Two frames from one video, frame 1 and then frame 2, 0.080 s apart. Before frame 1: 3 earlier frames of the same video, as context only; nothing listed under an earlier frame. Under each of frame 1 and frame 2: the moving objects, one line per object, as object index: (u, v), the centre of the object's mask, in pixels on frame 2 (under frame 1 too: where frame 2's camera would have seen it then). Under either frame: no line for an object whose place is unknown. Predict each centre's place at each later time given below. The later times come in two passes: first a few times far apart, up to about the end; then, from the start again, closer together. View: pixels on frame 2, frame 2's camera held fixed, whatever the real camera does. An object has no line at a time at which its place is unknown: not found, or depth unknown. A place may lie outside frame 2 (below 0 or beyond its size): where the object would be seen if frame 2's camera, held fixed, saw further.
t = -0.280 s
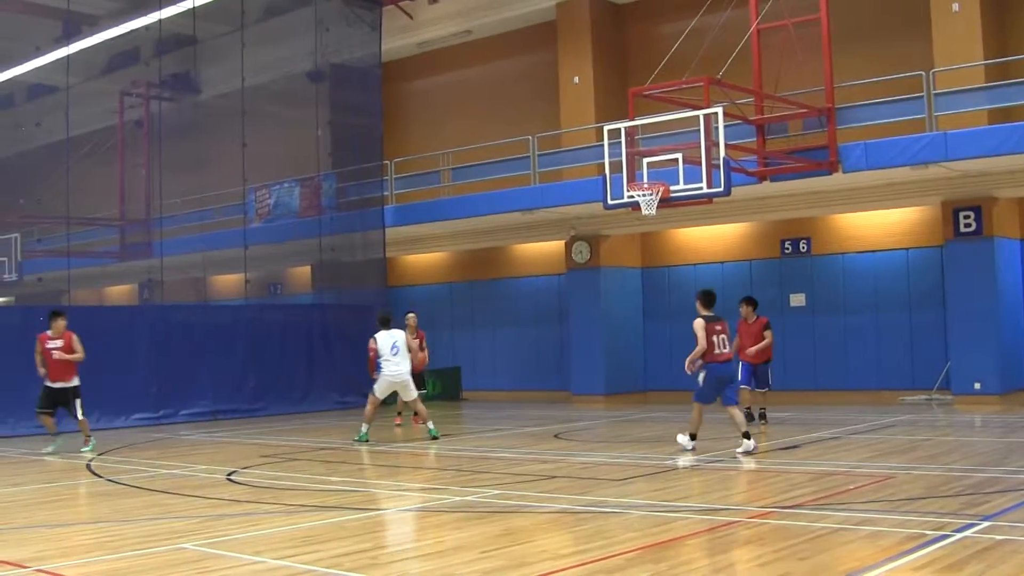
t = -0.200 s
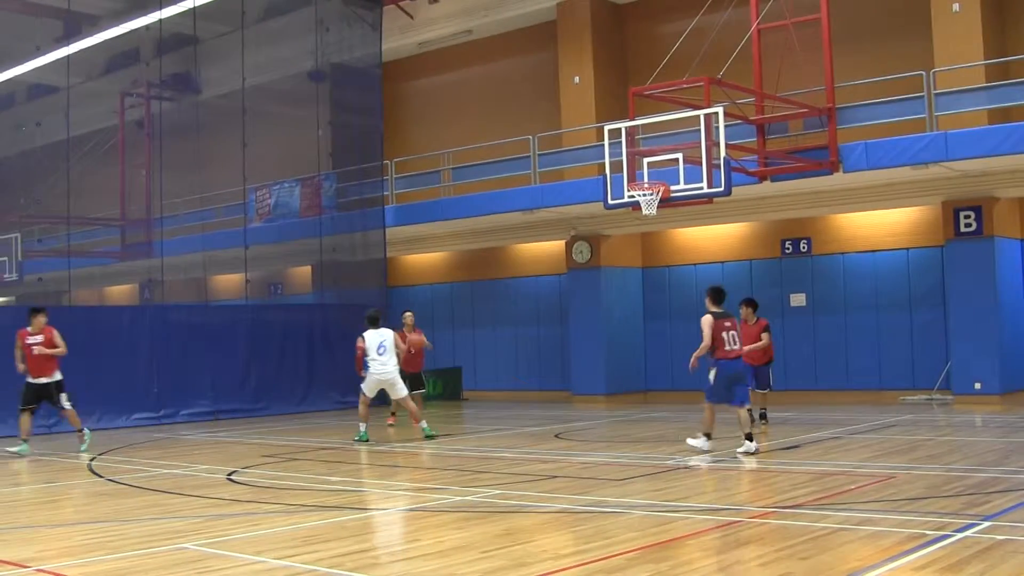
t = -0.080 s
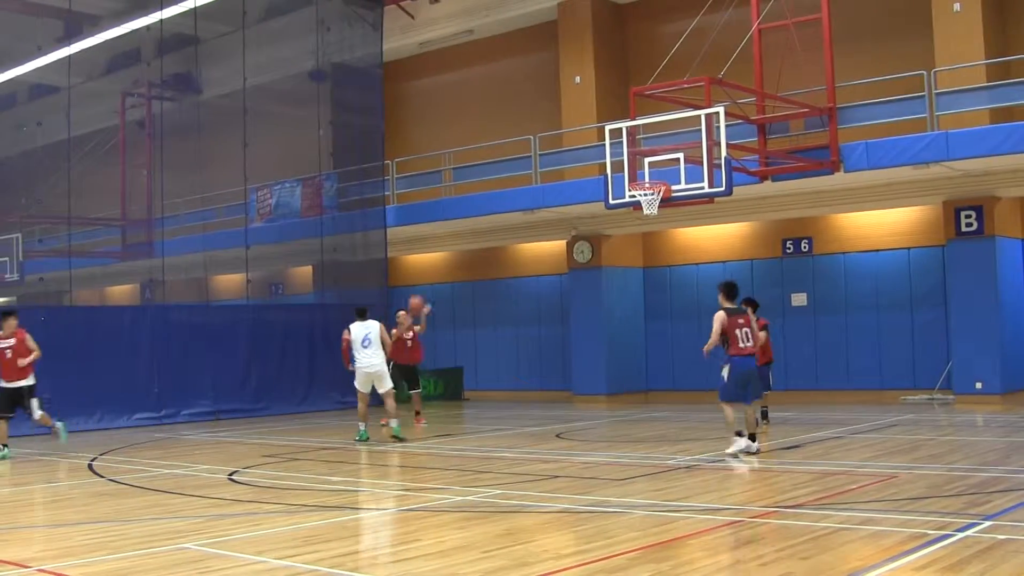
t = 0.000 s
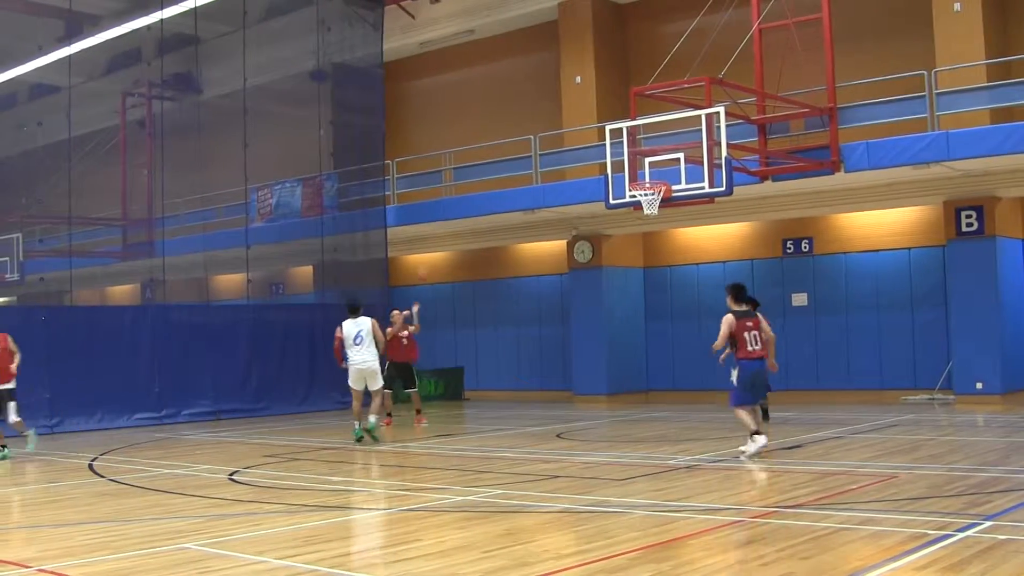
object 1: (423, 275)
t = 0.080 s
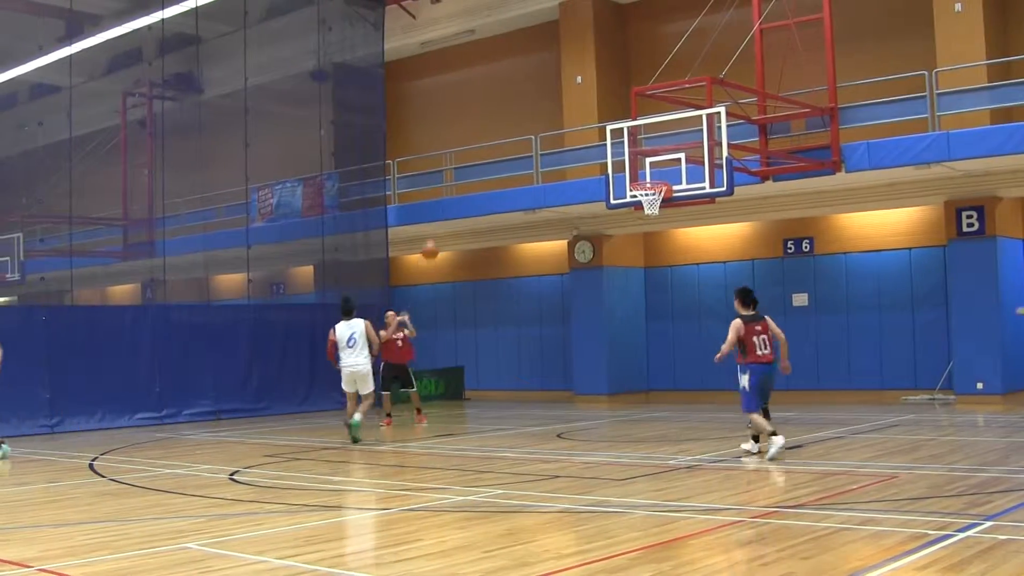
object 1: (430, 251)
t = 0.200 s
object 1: (440, 217)
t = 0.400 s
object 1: (461, 182)
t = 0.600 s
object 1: (487, 174)
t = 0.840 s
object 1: (527, 214)
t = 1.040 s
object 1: (570, 304)
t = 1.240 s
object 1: (624, 464)
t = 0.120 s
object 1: (433, 239)
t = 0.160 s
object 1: (436, 227)
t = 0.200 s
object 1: (440, 217)
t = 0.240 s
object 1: (444, 208)
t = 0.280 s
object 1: (449, 200)
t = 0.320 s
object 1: (452, 193)
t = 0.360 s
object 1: (457, 187)
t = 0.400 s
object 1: (461, 182)
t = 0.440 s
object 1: (466, 178)
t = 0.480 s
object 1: (471, 176)
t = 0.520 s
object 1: (476, 174)
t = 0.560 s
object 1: (482, 172)
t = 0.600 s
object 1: (487, 174)
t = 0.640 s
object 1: (494, 176)
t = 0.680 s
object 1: (500, 181)
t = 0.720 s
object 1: (506, 187)
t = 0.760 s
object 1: (513, 194)
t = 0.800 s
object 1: (520, 203)
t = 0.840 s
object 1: (527, 214)
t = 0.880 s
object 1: (535, 226)
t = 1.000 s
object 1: (560, 282)
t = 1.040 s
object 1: (570, 304)
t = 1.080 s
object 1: (580, 330)
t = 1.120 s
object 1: (590, 358)
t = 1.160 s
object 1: (600, 389)
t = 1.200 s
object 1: (612, 425)
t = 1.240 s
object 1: (624, 464)
